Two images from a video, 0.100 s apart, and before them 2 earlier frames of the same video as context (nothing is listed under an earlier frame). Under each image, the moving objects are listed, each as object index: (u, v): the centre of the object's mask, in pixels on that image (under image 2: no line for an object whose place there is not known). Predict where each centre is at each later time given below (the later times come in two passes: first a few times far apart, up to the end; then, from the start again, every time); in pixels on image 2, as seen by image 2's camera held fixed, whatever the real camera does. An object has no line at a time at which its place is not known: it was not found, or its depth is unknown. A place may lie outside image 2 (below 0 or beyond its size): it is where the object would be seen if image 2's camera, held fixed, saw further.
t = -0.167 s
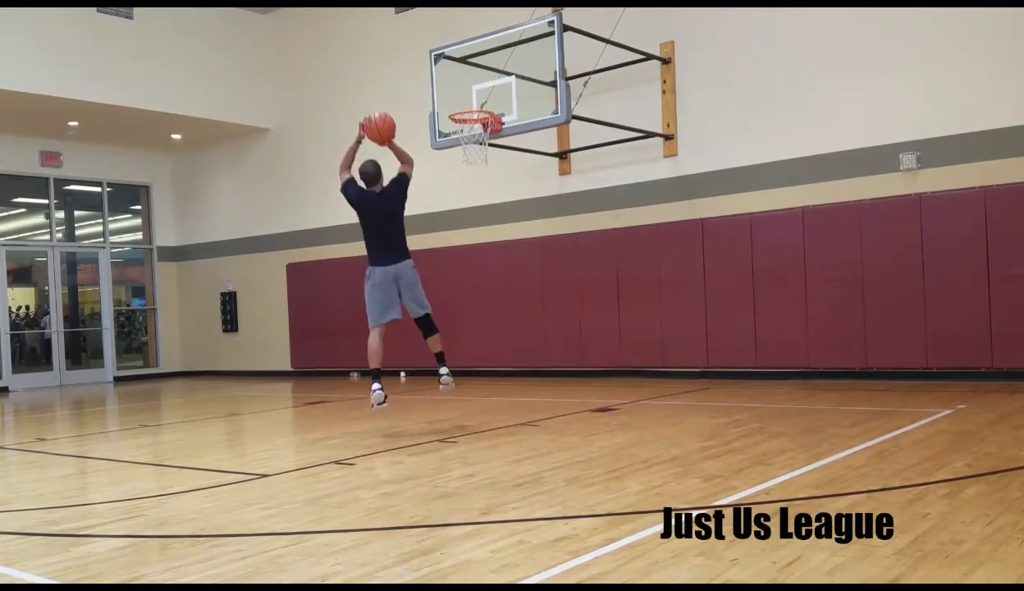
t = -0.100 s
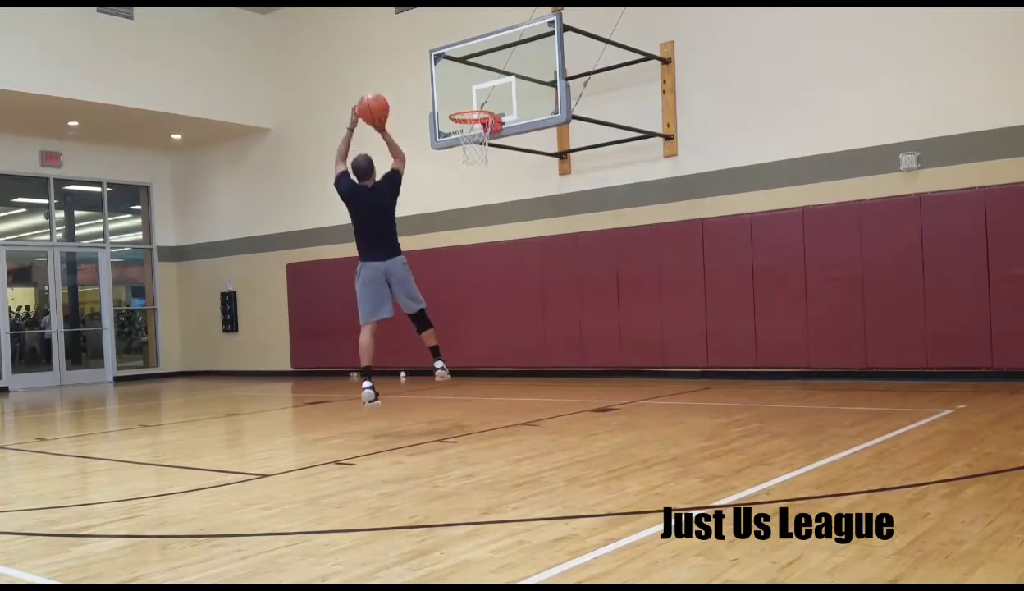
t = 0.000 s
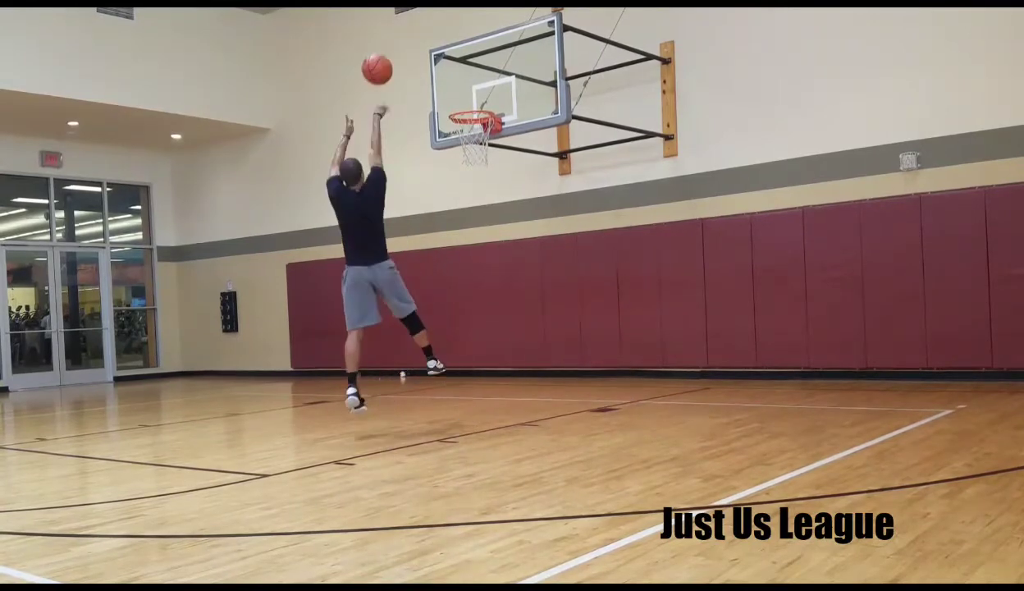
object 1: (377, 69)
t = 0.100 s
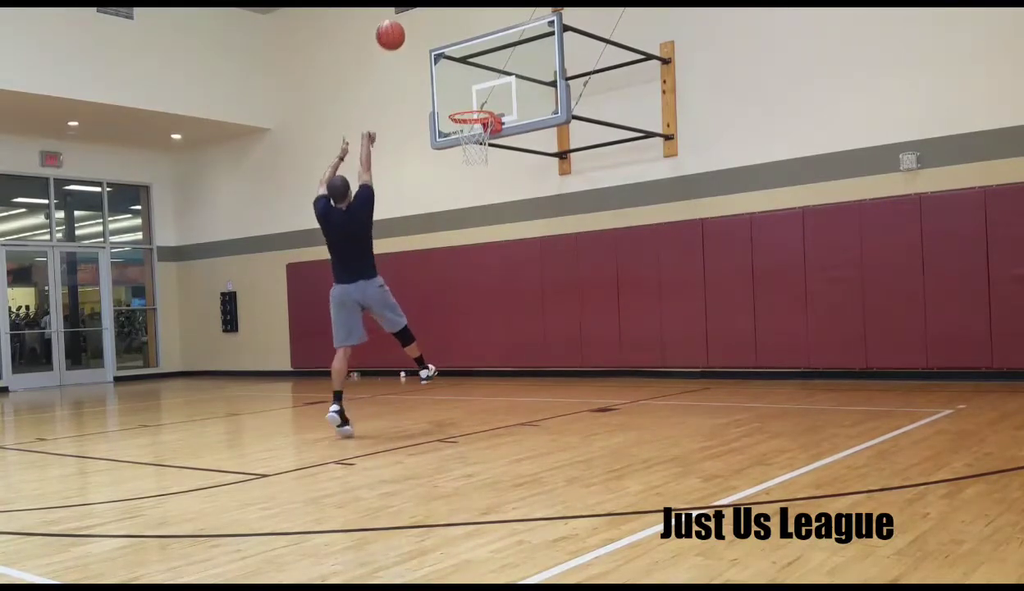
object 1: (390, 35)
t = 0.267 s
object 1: (412, 14)
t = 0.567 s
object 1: (446, 40)
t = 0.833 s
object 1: (473, 132)
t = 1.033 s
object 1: (485, 211)
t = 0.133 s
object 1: (395, 27)
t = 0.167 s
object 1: (399, 21)
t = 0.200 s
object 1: (403, 17)
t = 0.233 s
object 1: (407, 15)
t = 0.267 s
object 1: (412, 14)
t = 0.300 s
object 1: (416, 14)
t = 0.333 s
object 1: (420, 14)
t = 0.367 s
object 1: (424, 15)
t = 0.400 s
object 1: (427, 15)
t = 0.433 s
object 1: (431, 17)
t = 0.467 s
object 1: (435, 20)
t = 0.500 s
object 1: (439, 26)
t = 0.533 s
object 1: (443, 32)
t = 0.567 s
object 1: (446, 40)
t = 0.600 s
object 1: (450, 49)
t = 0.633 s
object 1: (454, 59)
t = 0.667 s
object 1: (457, 69)
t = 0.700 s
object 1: (461, 81)
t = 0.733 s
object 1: (464, 93)
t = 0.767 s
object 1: (468, 103)
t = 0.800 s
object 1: (471, 119)
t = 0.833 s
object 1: (473, 132)
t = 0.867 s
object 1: (476, 141)
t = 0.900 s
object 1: (477, 153)
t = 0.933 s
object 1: (479, 166)
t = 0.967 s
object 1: (481, 179)
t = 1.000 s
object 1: (483, 194)
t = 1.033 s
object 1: (485, 211)
